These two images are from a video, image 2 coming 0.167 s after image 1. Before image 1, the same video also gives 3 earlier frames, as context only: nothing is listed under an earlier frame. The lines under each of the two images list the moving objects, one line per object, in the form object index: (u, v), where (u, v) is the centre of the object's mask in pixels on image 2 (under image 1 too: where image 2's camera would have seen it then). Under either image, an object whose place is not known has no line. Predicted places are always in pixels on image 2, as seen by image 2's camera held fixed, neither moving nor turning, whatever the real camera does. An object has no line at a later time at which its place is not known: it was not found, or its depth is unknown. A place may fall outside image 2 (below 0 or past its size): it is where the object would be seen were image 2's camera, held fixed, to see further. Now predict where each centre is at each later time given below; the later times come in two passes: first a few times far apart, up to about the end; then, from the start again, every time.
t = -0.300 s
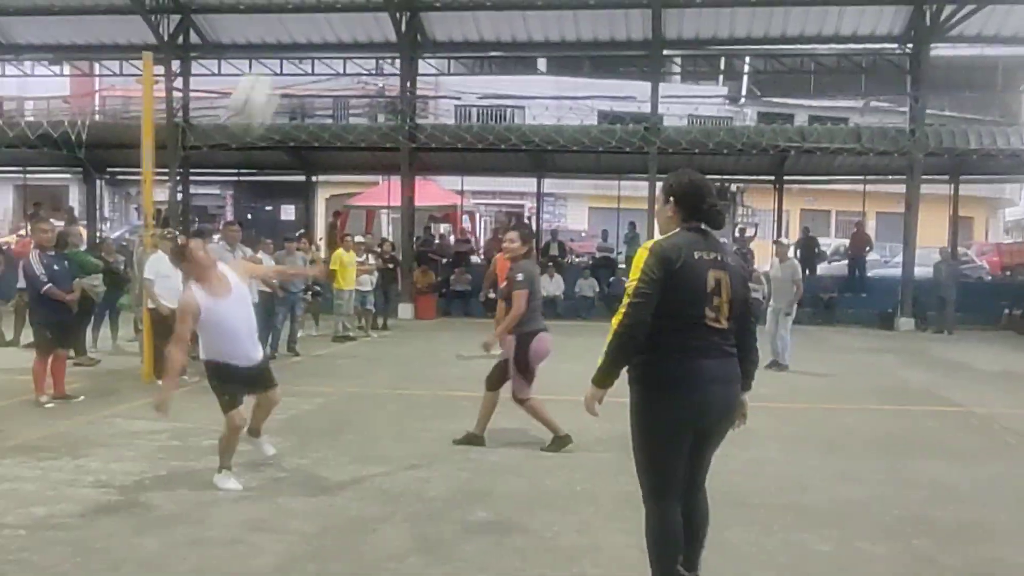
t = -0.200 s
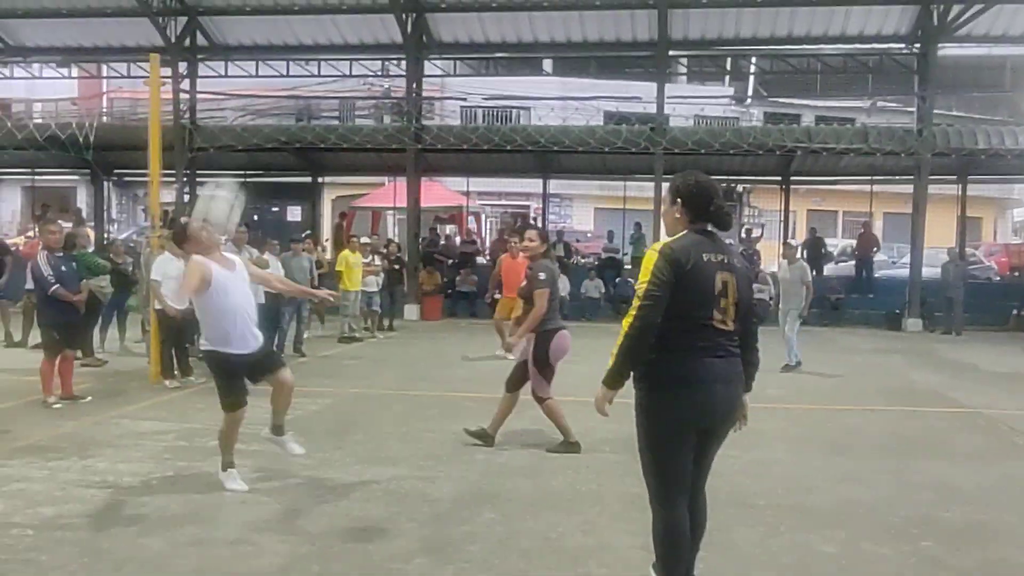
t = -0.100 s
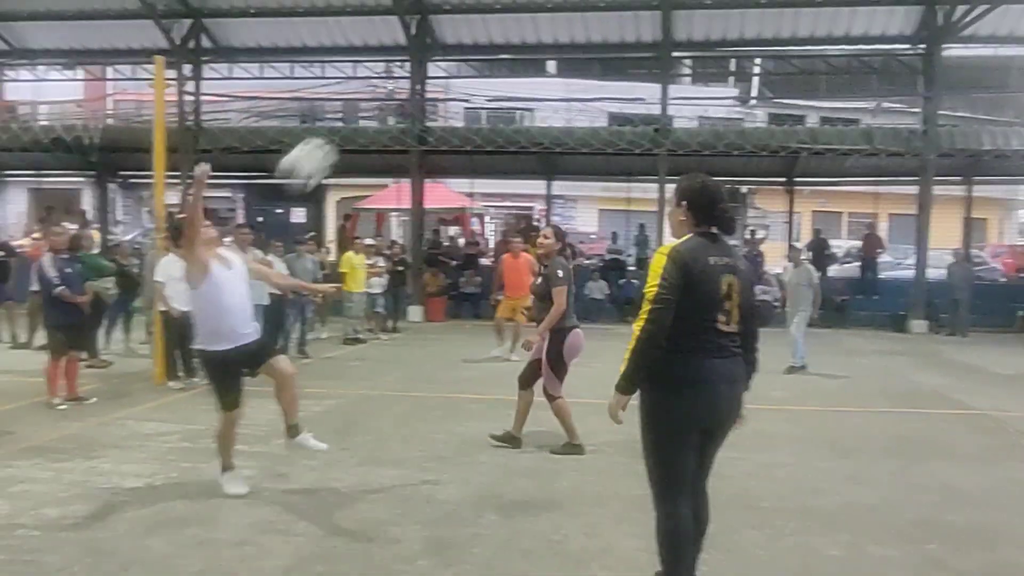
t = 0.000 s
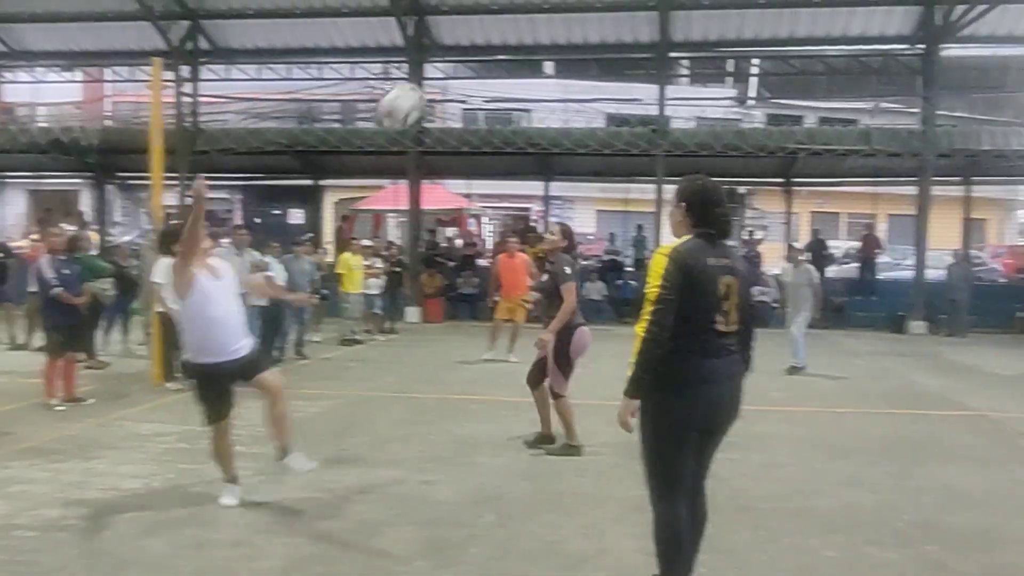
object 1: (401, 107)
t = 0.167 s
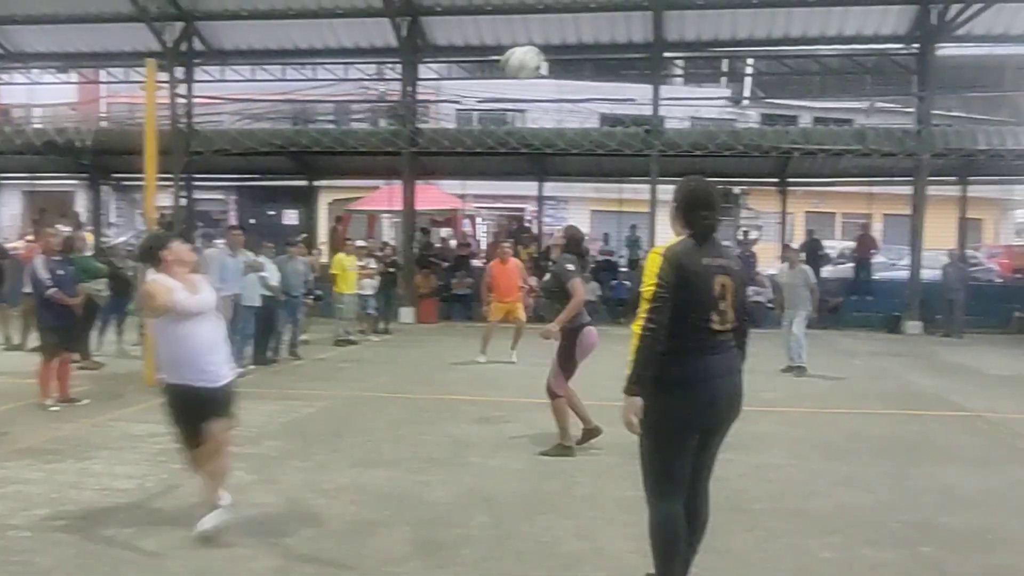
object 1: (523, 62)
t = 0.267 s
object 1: (580, 61)
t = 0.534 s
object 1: (696, 119)
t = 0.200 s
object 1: (543, 61)
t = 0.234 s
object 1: (562, 61)
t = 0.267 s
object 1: (580, 61)
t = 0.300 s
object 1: (597, 64)
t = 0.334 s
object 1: (613, 67)
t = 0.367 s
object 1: (630, 72)
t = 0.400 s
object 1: (645, 79)
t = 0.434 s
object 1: (658, 86)
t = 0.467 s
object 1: (671, 96)
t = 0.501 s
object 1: (685, 108)
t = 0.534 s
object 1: (696, 119)
